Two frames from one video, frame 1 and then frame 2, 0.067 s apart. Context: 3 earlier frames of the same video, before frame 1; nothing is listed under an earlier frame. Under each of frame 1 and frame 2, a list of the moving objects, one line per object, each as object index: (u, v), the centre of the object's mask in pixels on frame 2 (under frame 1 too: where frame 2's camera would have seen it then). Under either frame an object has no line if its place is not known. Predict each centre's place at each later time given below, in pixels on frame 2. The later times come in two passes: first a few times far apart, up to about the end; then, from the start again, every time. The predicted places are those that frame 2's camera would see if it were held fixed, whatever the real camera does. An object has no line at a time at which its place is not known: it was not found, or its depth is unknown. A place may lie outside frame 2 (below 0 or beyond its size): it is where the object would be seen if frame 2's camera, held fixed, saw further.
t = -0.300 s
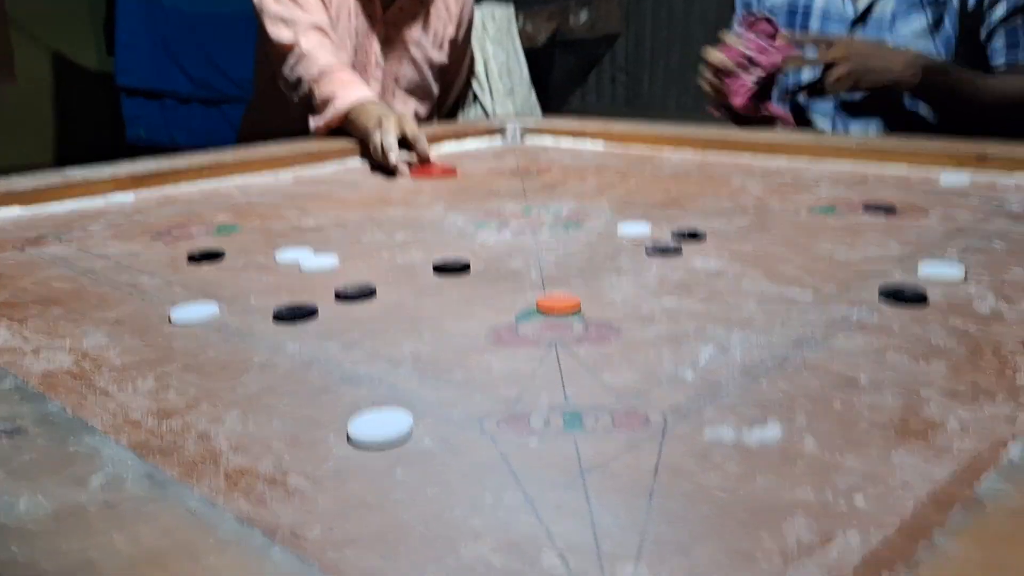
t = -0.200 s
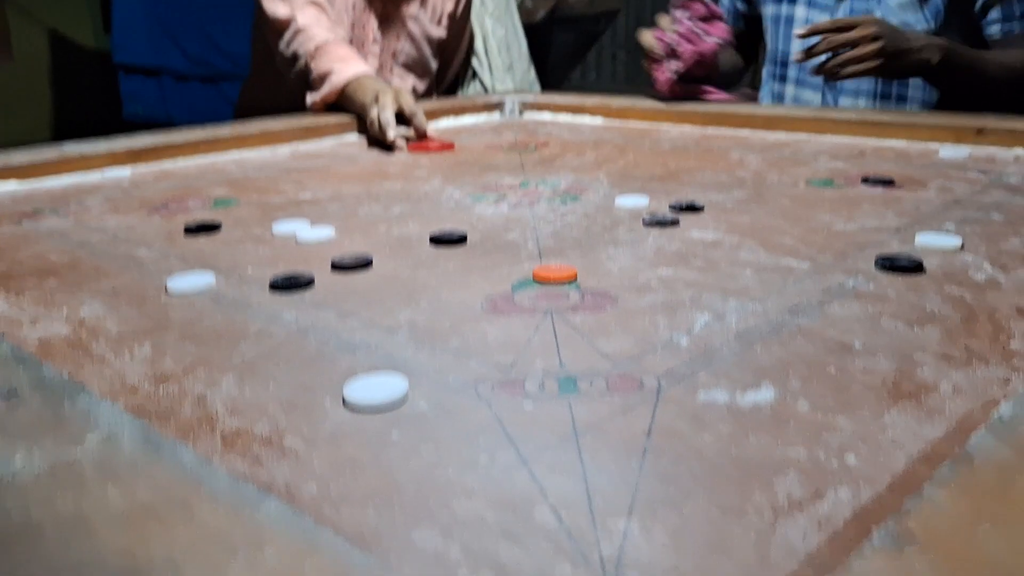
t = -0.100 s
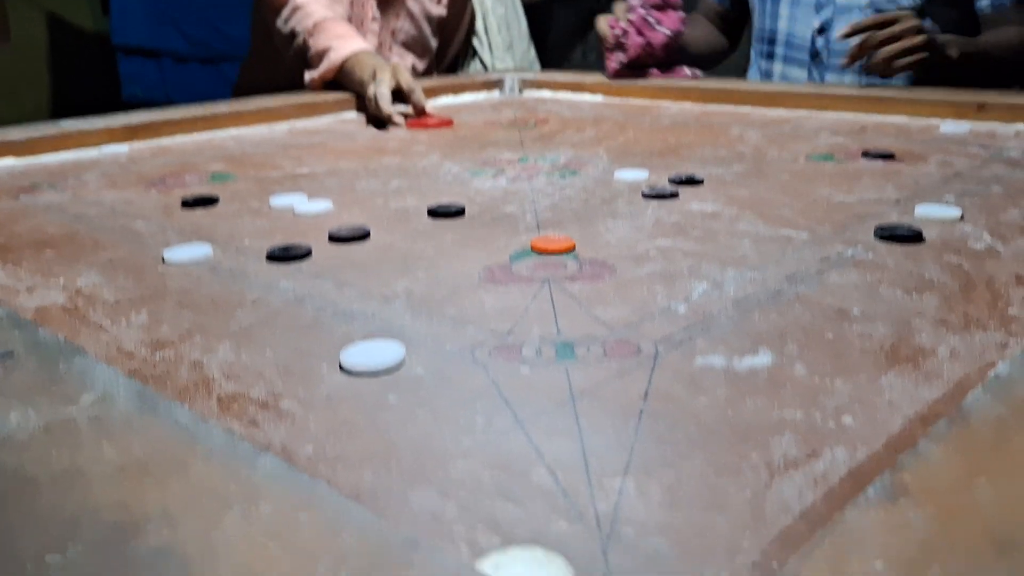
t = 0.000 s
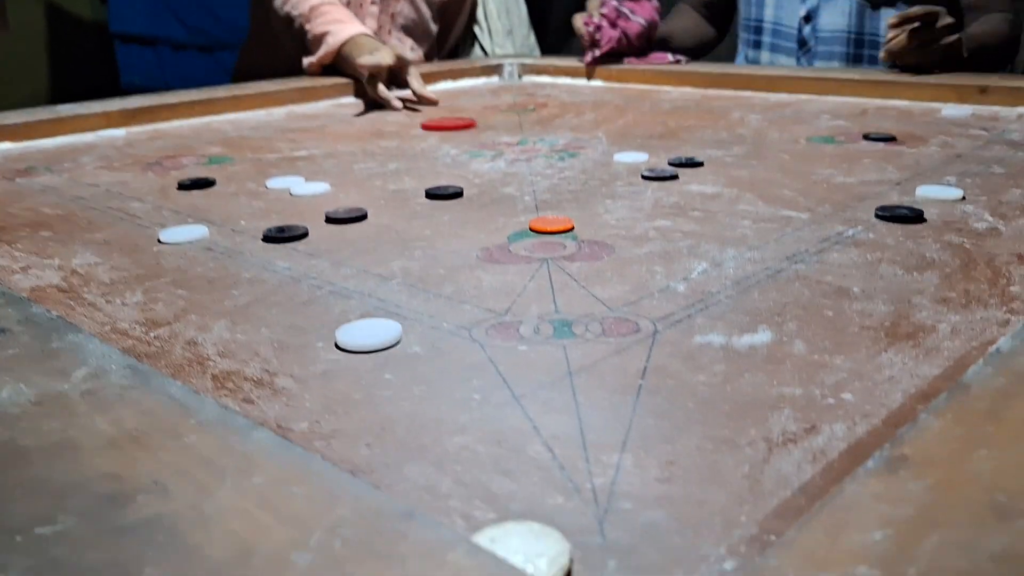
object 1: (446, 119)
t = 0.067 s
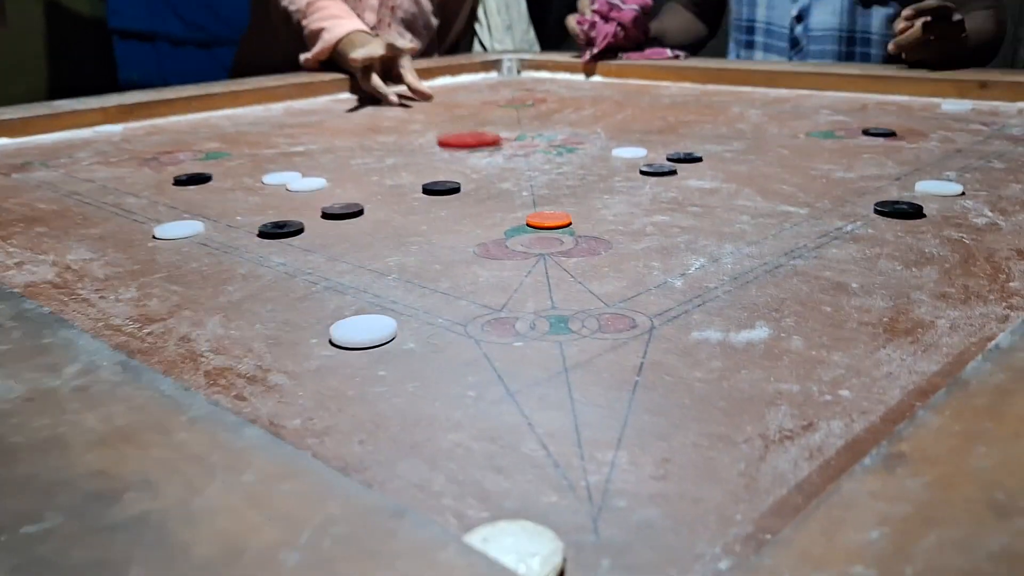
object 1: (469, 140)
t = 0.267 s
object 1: (572, 237)
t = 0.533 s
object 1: (785, 422)
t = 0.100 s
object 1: (483, 152)
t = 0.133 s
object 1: (499, 167)
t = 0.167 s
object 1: (516, 184)
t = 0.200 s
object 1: (535, 201)
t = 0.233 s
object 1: (552, 218)
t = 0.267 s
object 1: (572, 237)
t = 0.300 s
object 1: (593, 255)
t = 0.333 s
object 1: (617, 276)
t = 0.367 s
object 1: (640, 298)
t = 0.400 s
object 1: (666, 321)
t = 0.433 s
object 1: (695, 345)
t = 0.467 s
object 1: (723, 370)
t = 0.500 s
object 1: (754, 396)
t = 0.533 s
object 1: (785, 422)
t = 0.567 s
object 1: (797, 439)
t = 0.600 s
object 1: (788, 445)
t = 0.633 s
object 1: (782, 447)
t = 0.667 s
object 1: (779, 448)
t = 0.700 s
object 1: (778, 448)
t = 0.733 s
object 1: (776, 447)
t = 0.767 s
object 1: (775, 446)
